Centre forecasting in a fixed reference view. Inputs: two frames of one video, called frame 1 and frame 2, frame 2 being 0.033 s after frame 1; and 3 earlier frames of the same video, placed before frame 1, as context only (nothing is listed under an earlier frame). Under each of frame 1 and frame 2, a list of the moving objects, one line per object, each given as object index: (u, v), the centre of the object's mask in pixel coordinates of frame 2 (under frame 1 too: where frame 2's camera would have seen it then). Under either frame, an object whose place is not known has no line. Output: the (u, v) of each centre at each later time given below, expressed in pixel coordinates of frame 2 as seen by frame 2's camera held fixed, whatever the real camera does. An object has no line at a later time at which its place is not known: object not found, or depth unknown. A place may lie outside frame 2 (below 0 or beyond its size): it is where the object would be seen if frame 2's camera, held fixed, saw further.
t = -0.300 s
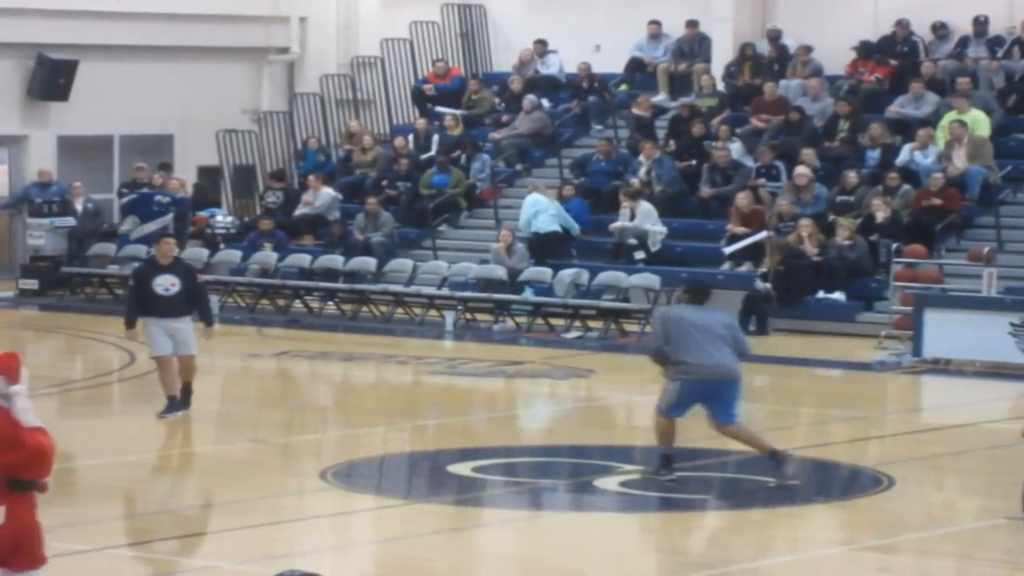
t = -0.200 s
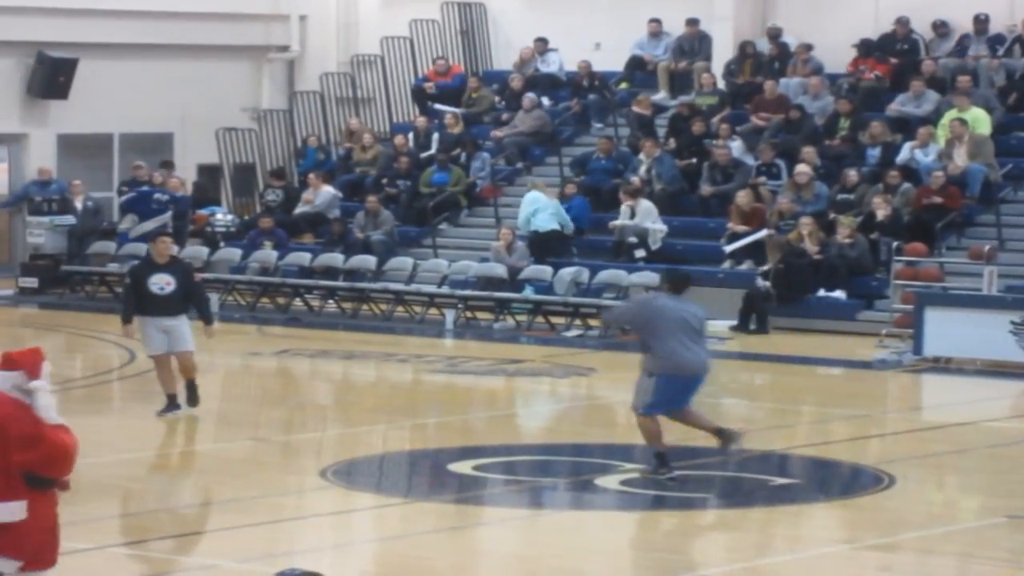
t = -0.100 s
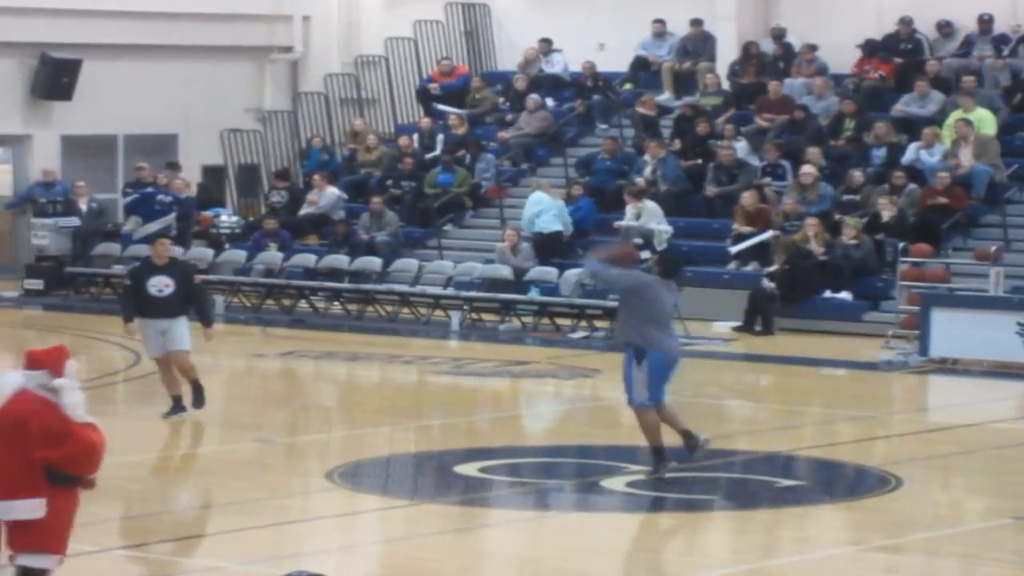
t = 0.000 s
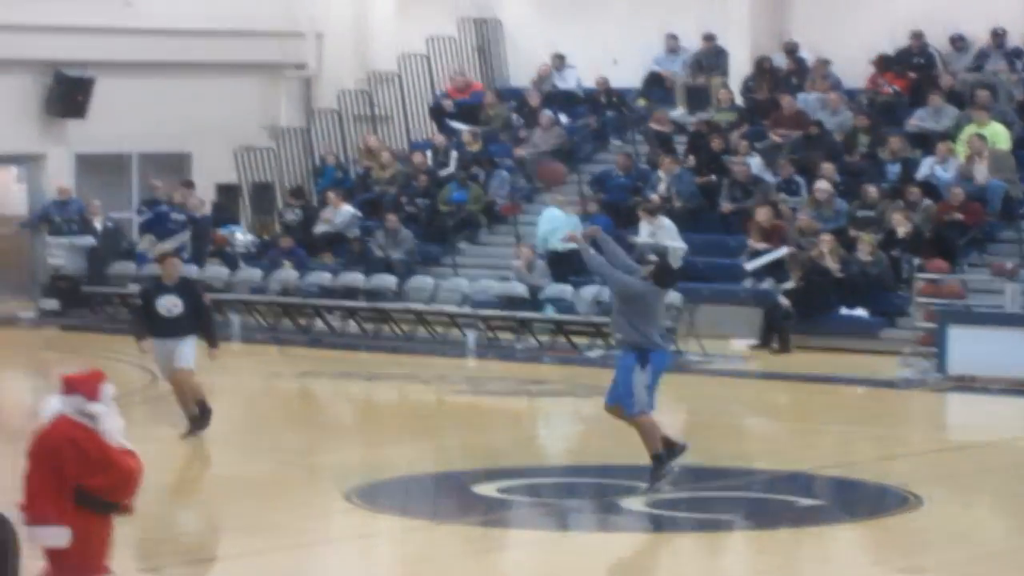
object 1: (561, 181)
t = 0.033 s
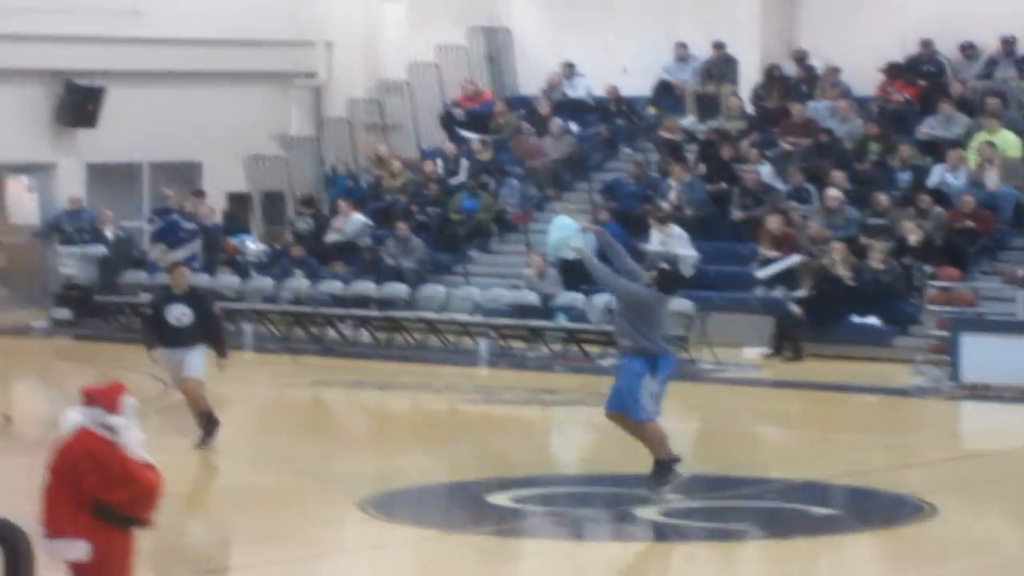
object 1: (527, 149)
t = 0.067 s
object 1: (501, 121)
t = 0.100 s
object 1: (461, 88)
